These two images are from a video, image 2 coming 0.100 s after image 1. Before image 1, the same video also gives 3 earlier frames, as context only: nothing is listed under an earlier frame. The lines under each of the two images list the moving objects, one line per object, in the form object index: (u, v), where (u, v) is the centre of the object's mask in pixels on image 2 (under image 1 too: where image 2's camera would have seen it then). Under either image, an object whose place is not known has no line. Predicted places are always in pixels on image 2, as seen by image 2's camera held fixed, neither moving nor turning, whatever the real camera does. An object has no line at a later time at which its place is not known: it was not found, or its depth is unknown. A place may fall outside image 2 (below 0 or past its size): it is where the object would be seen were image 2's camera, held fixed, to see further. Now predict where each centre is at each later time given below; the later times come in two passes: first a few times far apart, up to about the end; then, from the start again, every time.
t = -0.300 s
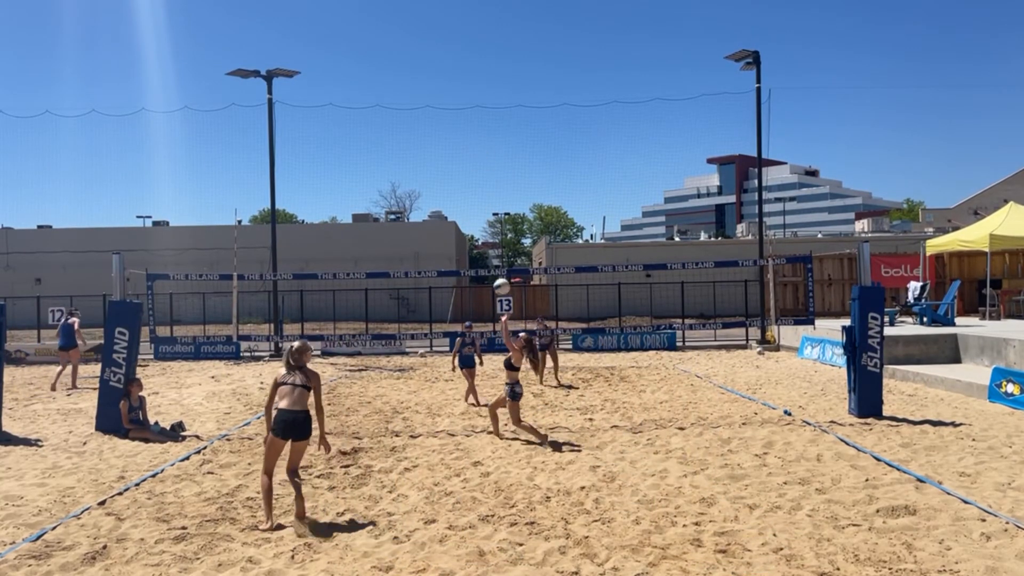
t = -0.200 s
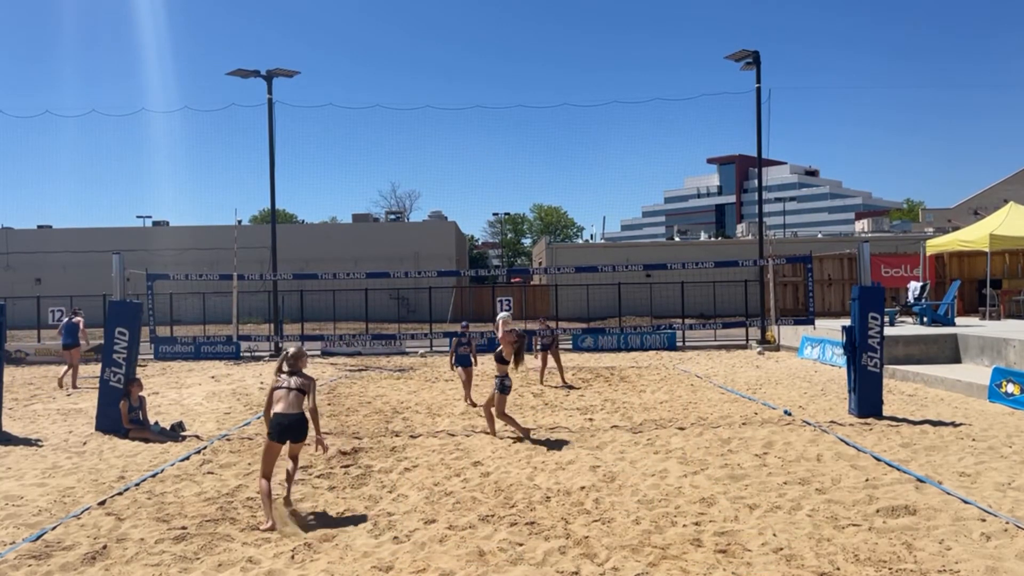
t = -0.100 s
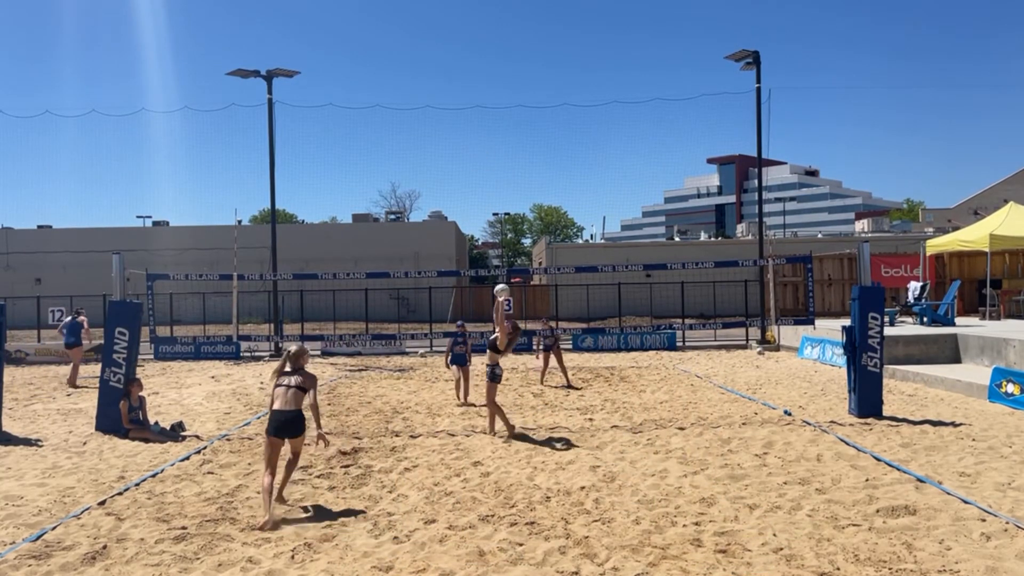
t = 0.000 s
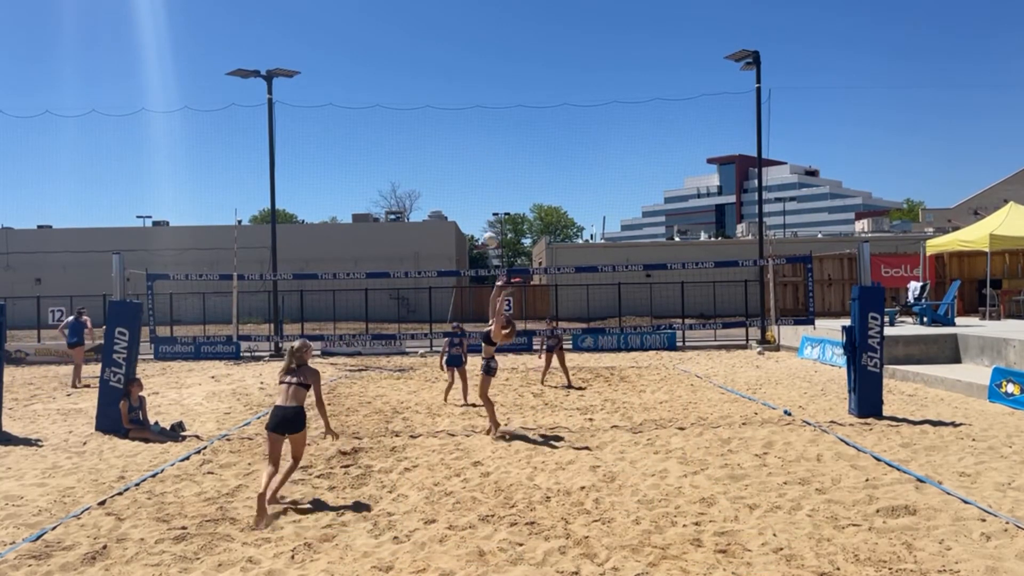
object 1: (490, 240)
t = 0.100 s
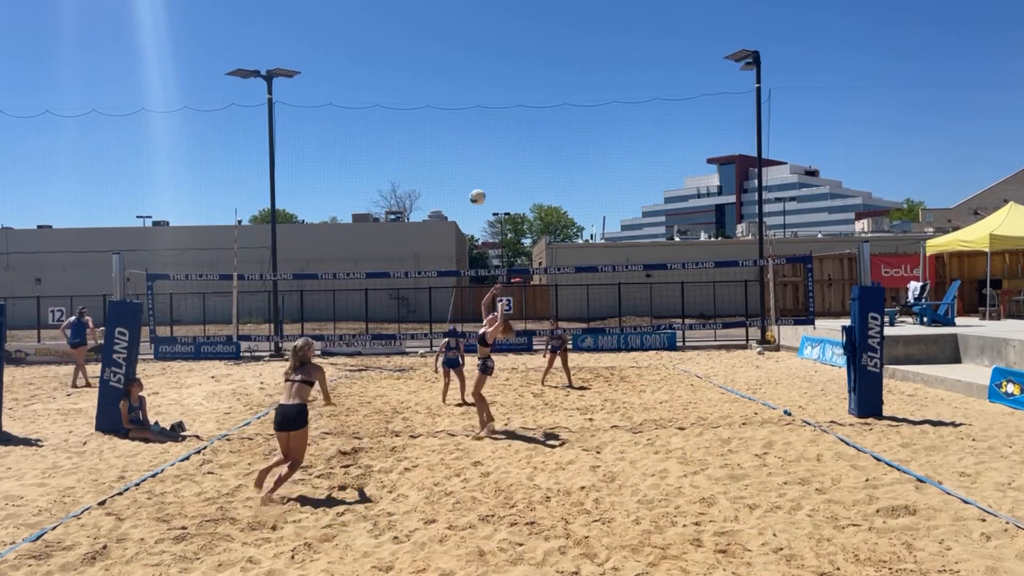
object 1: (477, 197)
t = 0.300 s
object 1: (453, 135)
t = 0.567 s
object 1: (423, 100)
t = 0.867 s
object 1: (392, 124)
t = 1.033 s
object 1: (377, 165)
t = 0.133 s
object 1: (473, 184)
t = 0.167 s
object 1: (469, 173)
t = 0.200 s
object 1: (465, 162)
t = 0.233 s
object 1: (461, 152)
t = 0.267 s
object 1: (457, 143)
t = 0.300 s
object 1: (453, 135)
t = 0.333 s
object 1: (449, 127)
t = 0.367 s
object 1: (445, 121)
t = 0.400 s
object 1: (442, 115)
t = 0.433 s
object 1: (438, 110)
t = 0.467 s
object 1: (434, 106)
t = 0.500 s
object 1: (430, 103)
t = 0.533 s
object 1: (427, 101)
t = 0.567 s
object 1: (423, 100)
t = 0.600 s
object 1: (419, 99)
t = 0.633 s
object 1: (416, 99)
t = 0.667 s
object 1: (412, 101)
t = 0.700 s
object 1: (409, 102)
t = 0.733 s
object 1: (406, 105)
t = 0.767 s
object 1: (402, 109)
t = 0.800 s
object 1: (399, 113)
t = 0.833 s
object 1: (396, 118)
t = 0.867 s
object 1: (392, 124)
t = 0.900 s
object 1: (389, 130)
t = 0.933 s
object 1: (386, 138)
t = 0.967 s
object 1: (383, 146)
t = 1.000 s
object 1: (380, 155)
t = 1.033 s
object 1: (377, 165)
